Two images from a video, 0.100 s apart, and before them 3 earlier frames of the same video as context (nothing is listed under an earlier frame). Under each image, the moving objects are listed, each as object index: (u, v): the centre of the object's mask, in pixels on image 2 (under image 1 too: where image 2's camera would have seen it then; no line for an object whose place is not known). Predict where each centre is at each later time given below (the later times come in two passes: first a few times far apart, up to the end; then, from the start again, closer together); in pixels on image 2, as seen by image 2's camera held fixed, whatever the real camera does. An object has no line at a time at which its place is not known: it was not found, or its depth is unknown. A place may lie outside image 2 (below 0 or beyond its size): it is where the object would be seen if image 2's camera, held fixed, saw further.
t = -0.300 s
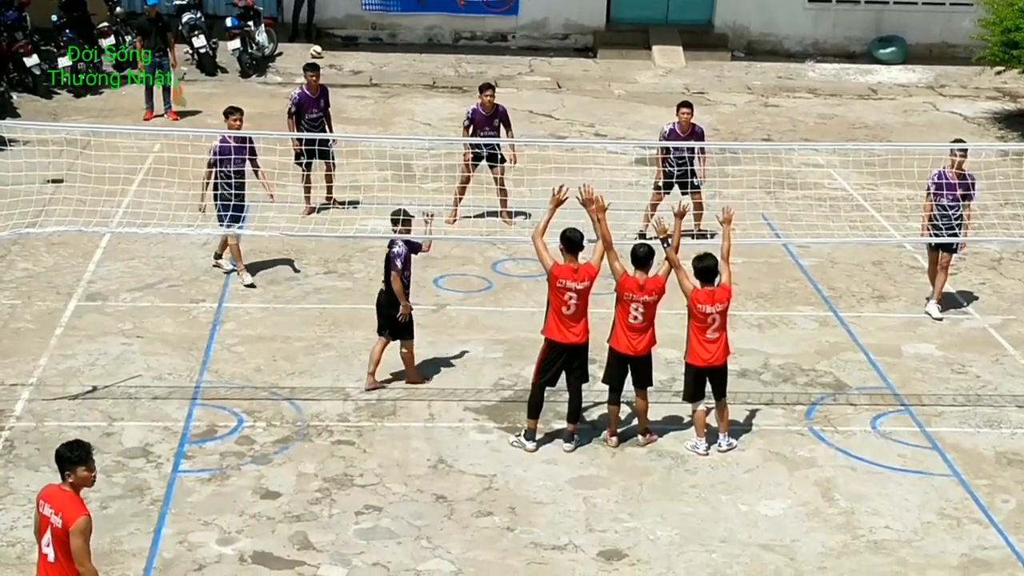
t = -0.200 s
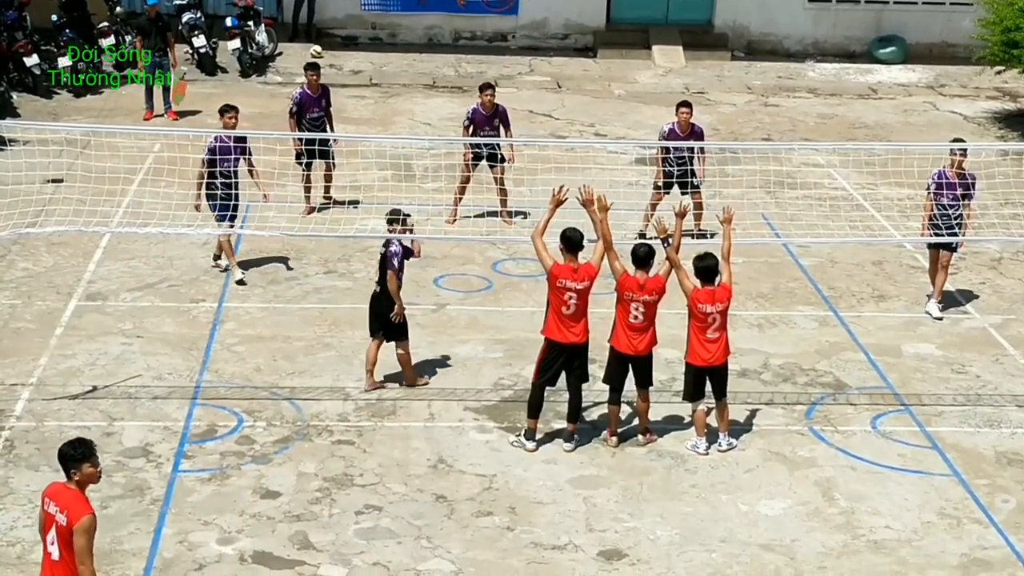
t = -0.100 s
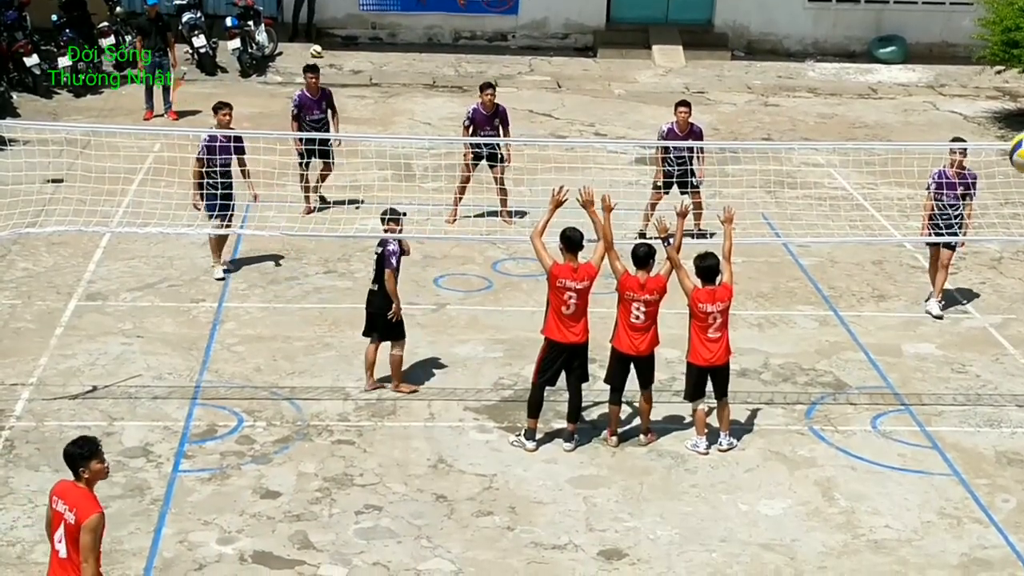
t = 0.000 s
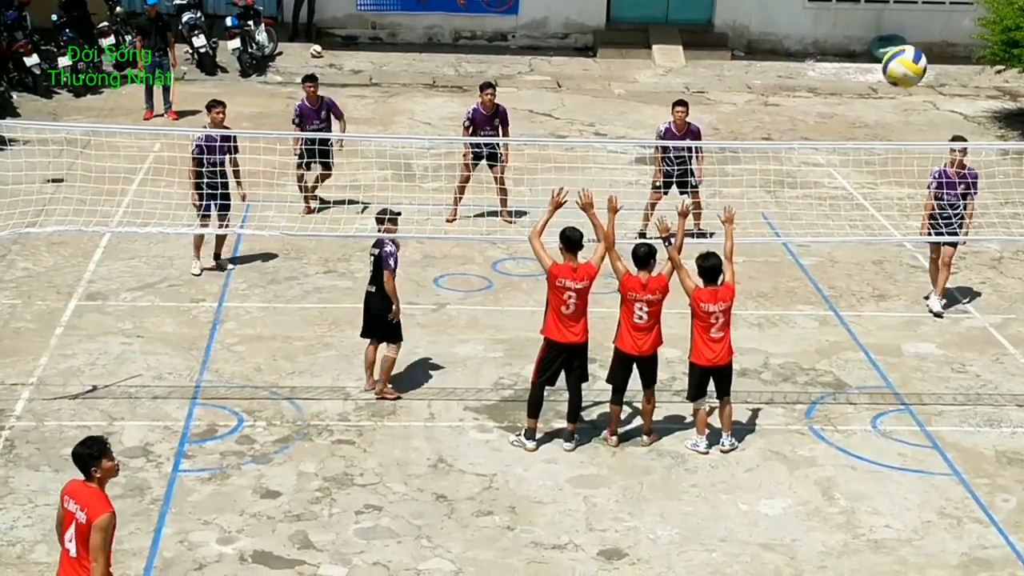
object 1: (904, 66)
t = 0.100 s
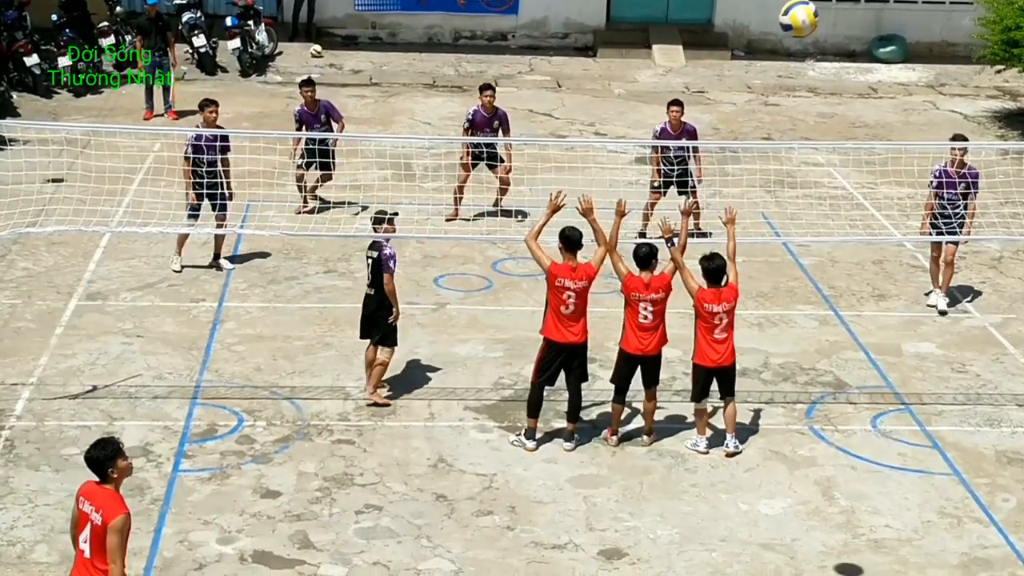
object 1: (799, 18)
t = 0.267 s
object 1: (661, 5)
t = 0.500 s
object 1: (536, 23)
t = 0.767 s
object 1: (417, 120)
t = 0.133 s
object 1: (768, 12)
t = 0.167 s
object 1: (739, 9)
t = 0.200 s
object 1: (711, 6)
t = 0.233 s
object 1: (686, 5)
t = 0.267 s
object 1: (661, 5)
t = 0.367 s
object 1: (616, 6)
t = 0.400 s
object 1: (594, 7)
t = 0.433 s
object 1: (574, 10)
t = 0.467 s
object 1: (554, 13)
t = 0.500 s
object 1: (536, 23)
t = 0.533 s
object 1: (517, 31)
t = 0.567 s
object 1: (501, 41)
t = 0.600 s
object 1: (485, 51)
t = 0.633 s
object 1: (470, 62)
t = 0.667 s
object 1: (456, 75)
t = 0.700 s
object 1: (442, 90)
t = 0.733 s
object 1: (429, 105)
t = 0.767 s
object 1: (417, 120)
